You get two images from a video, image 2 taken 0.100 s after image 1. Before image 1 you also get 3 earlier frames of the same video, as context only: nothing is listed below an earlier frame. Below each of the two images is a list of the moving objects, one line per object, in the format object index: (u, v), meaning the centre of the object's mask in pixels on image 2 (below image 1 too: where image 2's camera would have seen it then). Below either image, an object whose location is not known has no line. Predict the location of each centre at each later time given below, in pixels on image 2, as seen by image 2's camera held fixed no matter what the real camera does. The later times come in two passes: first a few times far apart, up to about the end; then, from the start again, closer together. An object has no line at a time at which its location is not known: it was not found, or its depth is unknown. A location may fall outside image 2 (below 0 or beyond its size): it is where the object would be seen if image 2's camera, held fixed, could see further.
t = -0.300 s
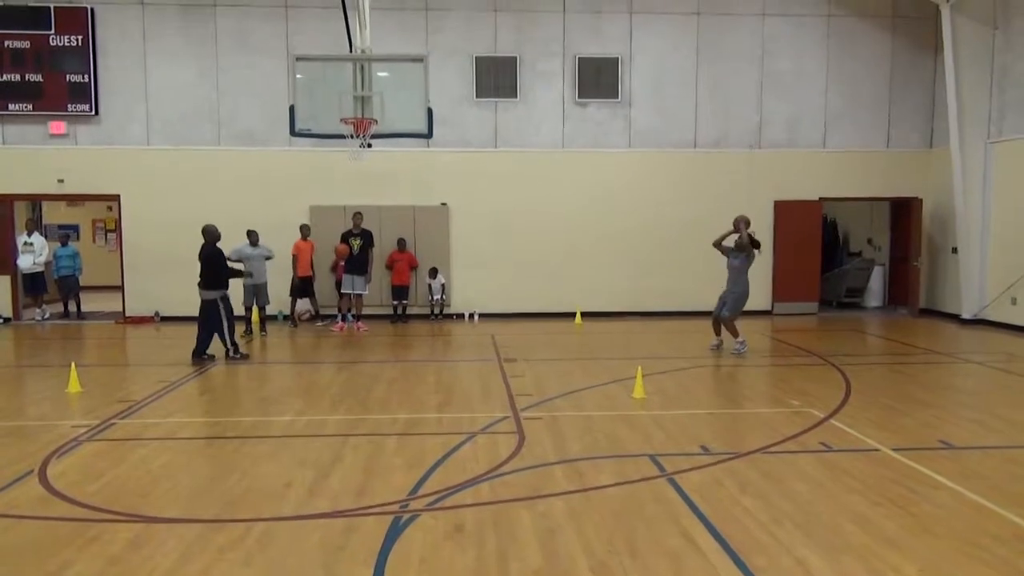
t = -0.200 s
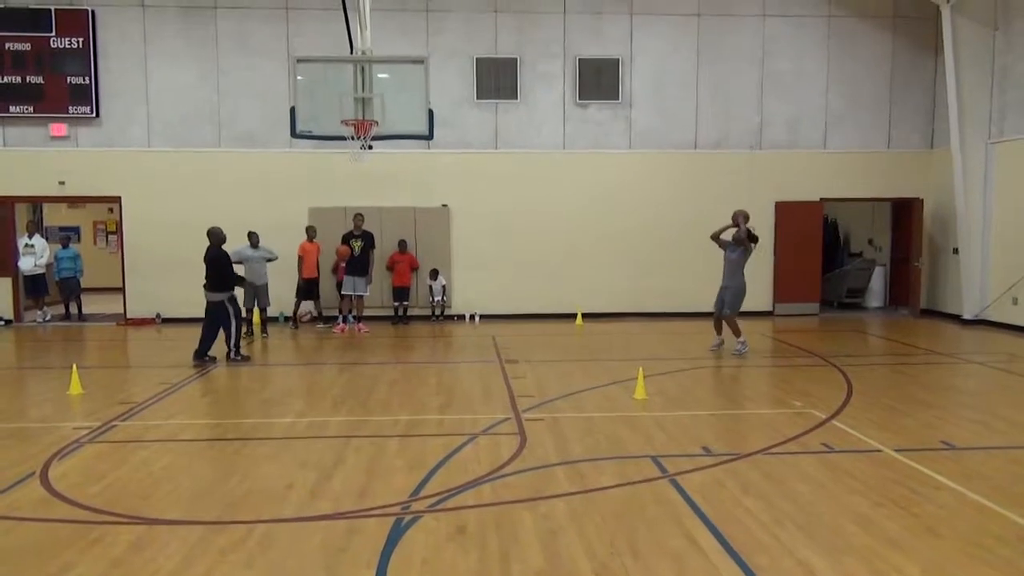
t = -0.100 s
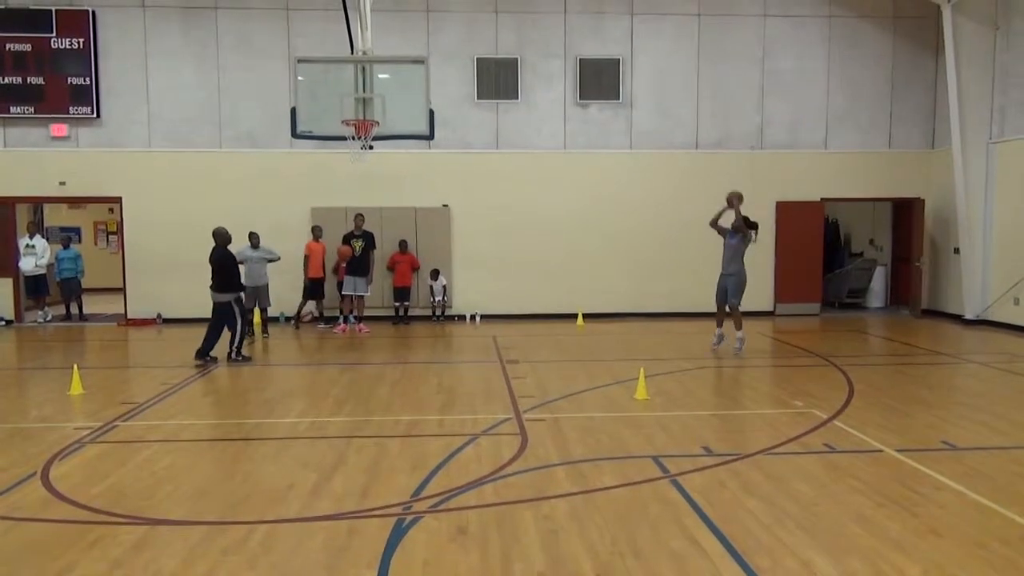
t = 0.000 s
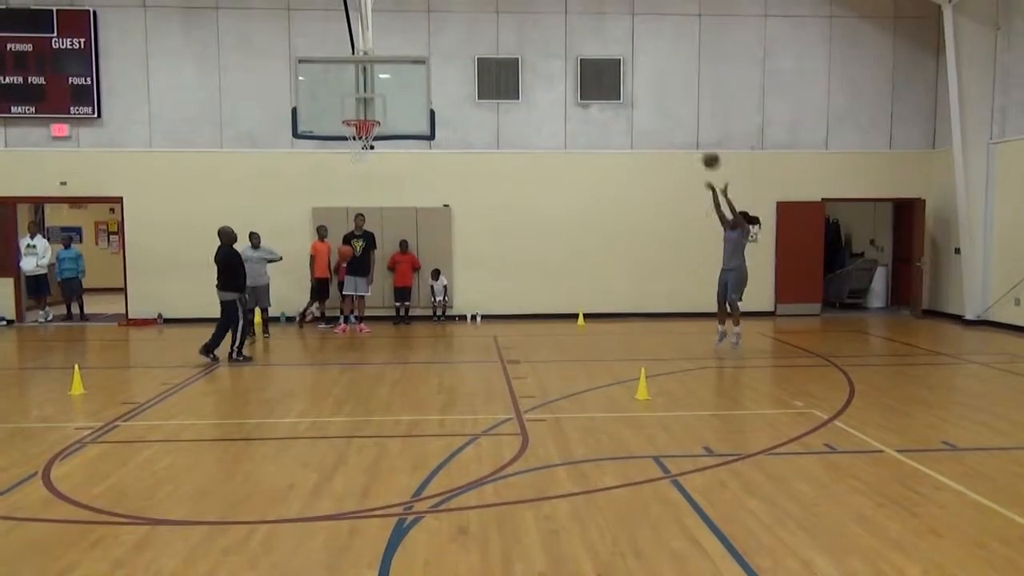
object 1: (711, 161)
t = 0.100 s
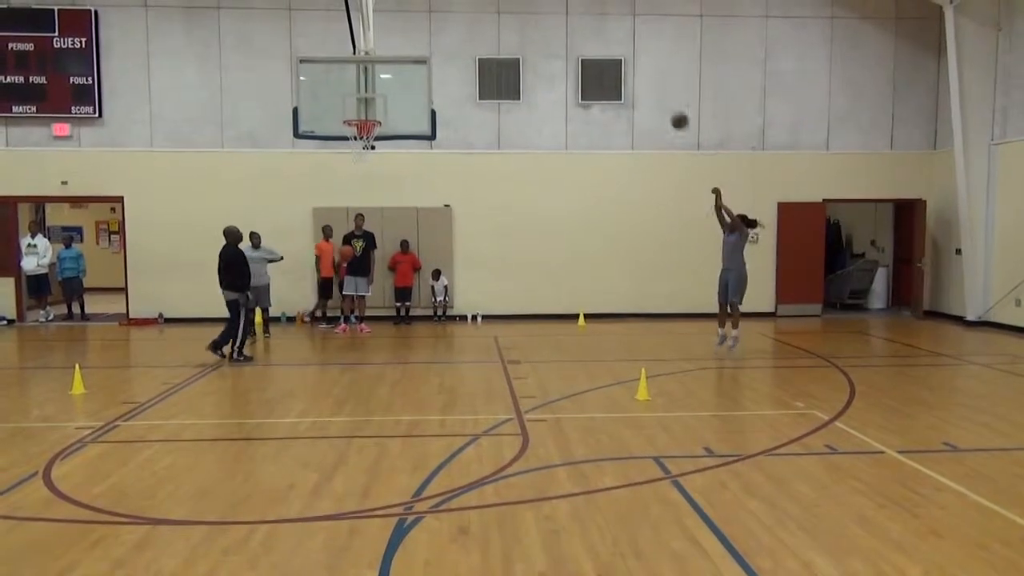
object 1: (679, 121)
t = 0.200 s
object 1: (647, 88)
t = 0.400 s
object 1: (582, 44)
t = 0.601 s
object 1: (518, 30)
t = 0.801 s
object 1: (453, 47)
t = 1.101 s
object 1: (358, 128)
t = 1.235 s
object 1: (337, 152)
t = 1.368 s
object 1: (323, 177)
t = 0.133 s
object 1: (668, 110)
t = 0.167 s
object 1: (658, 98)
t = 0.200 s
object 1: (647, 88)
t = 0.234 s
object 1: (636, 79)
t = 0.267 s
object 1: (625, 70)
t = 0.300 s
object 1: (614, 63)
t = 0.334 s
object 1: (604, 56)
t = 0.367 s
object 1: (593, 49)
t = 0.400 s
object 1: (582, 44)
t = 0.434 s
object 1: (571, 40)
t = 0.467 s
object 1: (560, 36)
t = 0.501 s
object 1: (549, 34)
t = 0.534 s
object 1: (539, 31)
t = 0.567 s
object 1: (528, 31)
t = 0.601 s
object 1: (518, 30)
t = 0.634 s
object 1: (506, 31)
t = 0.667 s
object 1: (495, 32)
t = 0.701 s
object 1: (485, 34)
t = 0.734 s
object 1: (474, 37)
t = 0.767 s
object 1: (463, 42)
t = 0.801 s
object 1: (453, 47)
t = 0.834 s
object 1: (442, 52)
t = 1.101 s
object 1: (358, 128)
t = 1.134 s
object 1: (350, 139)
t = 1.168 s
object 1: (344, 144)
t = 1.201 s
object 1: (340, 148)
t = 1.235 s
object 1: (337, 152)
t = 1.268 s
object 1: (333, 157)
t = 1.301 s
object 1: (330, 163)
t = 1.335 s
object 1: (326, 170)
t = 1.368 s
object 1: (323, 177)
